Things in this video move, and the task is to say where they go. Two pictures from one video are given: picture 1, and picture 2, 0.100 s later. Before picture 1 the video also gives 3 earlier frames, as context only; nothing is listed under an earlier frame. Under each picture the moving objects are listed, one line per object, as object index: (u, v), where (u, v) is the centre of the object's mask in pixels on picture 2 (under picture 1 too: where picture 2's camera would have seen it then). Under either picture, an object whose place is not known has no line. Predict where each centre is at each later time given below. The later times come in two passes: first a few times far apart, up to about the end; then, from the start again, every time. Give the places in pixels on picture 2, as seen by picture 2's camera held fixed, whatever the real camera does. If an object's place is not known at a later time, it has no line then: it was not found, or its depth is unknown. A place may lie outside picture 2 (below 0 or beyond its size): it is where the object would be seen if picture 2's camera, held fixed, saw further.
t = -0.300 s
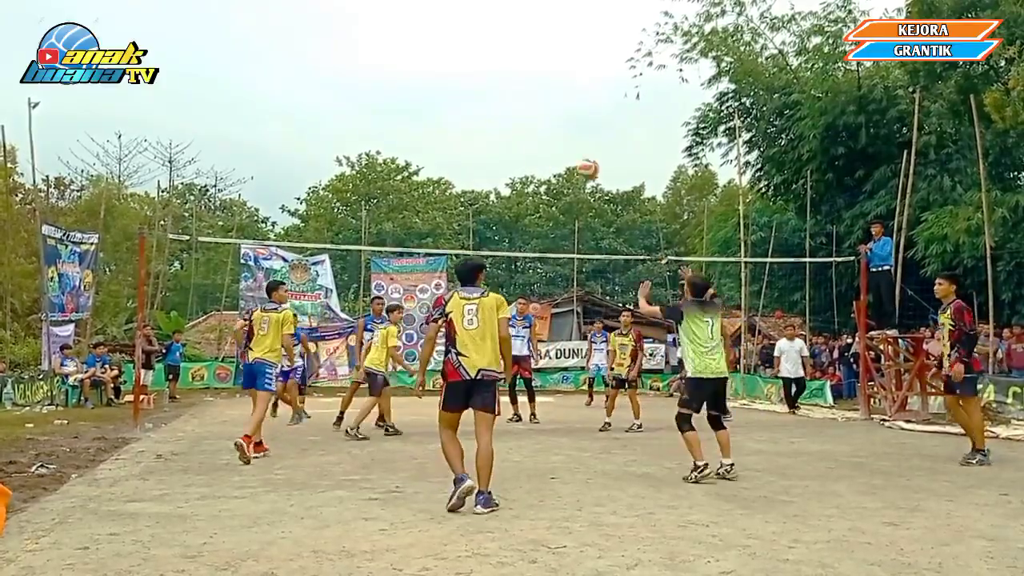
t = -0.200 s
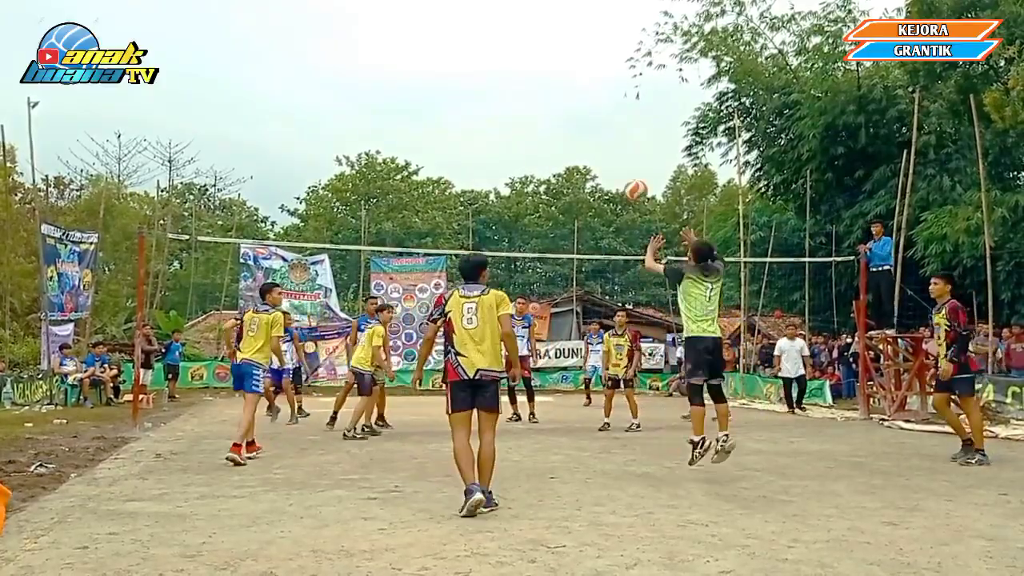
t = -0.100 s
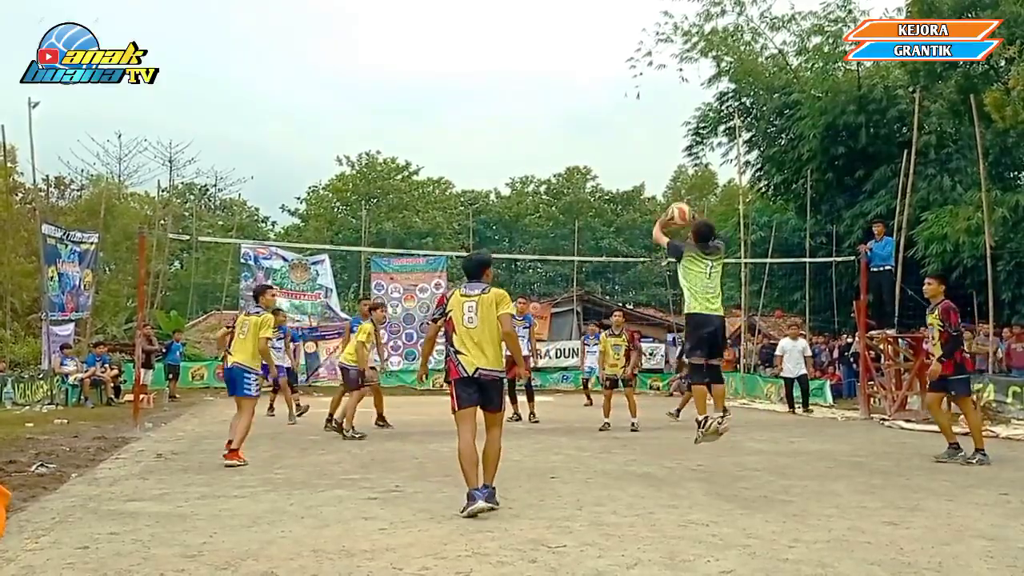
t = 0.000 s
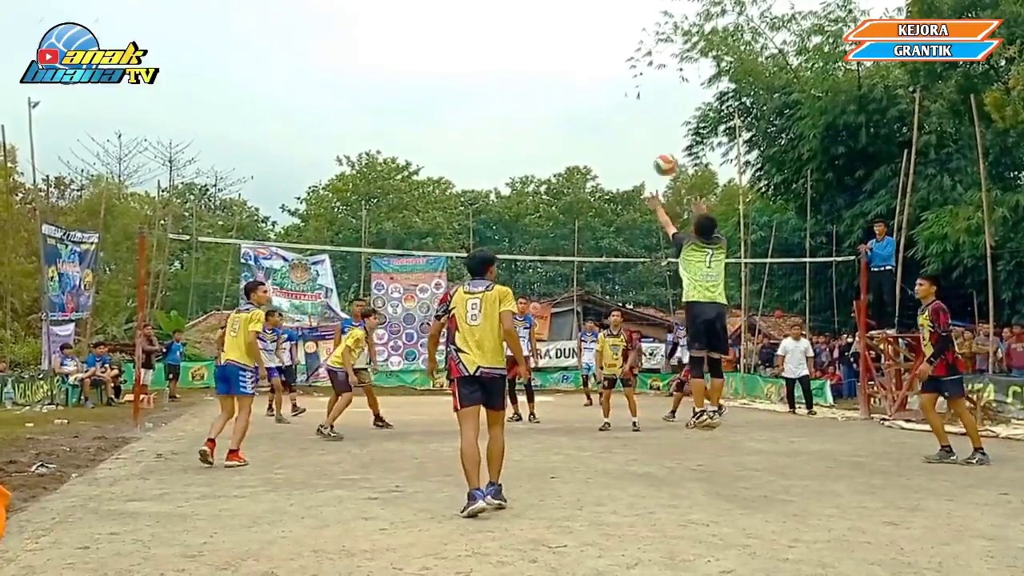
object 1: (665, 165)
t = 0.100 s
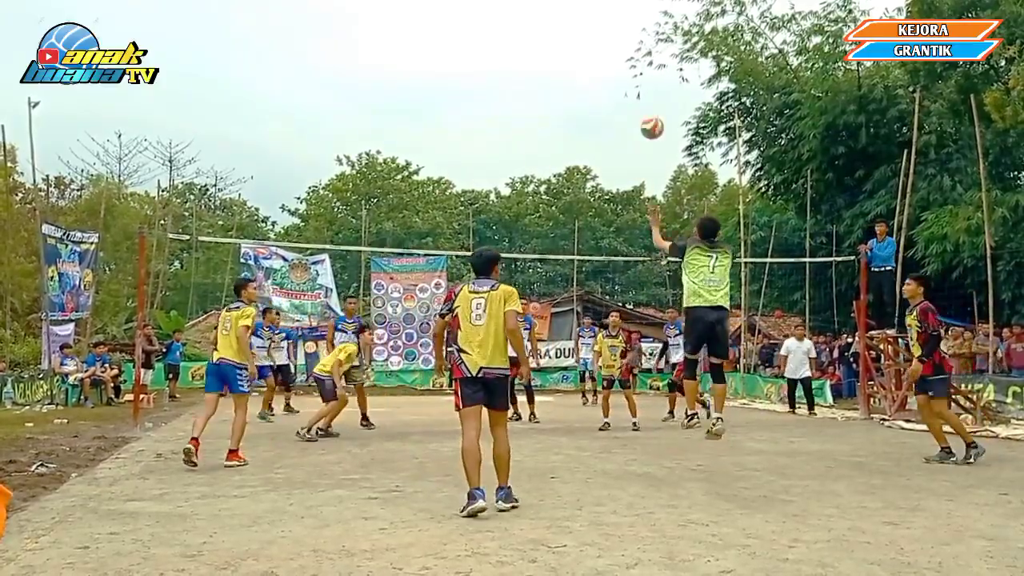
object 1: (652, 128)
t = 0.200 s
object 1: (639, 105)
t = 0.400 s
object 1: (618, 92)
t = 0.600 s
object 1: (601, 116)
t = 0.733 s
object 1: (591, 148)
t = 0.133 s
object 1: (647, 119)
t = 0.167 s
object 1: (643, 111)
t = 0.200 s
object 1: (639, 105)
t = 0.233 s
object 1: (635, 100)
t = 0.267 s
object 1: (632, 96)
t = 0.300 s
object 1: (628, 94)
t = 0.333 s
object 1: (625, 92)
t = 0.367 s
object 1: (622, 92)
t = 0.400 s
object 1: (618, 92)
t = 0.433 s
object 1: (615, 94)
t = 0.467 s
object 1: (612, 96)
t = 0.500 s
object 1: (609, 100)
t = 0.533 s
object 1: (606, 104)
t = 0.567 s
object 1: (604, 110)
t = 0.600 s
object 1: (601, 116)
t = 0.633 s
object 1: (598, 123)
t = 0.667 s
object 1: (596, 130)
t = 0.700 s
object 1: (593, 139)
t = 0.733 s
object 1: (591, 148)
